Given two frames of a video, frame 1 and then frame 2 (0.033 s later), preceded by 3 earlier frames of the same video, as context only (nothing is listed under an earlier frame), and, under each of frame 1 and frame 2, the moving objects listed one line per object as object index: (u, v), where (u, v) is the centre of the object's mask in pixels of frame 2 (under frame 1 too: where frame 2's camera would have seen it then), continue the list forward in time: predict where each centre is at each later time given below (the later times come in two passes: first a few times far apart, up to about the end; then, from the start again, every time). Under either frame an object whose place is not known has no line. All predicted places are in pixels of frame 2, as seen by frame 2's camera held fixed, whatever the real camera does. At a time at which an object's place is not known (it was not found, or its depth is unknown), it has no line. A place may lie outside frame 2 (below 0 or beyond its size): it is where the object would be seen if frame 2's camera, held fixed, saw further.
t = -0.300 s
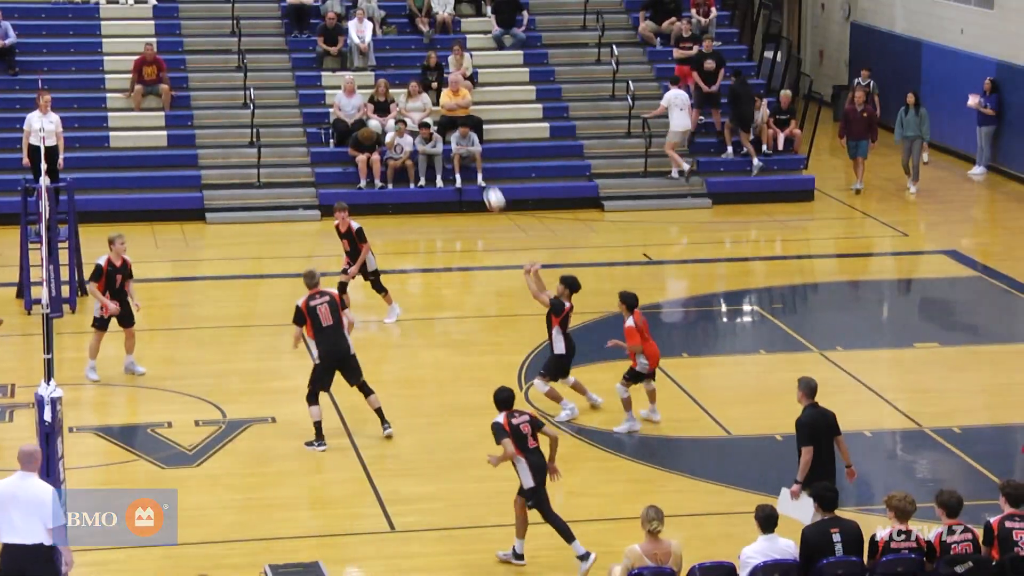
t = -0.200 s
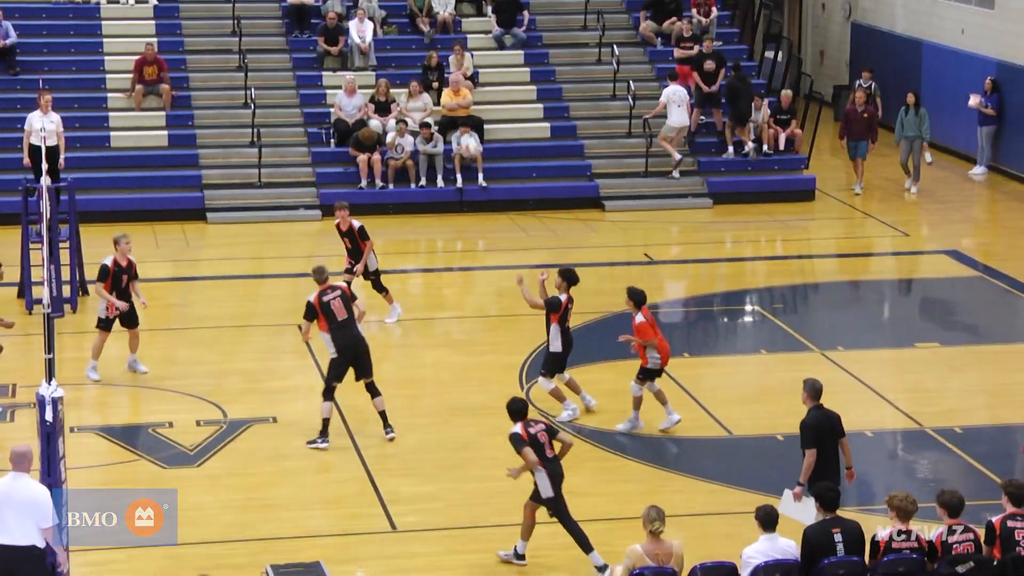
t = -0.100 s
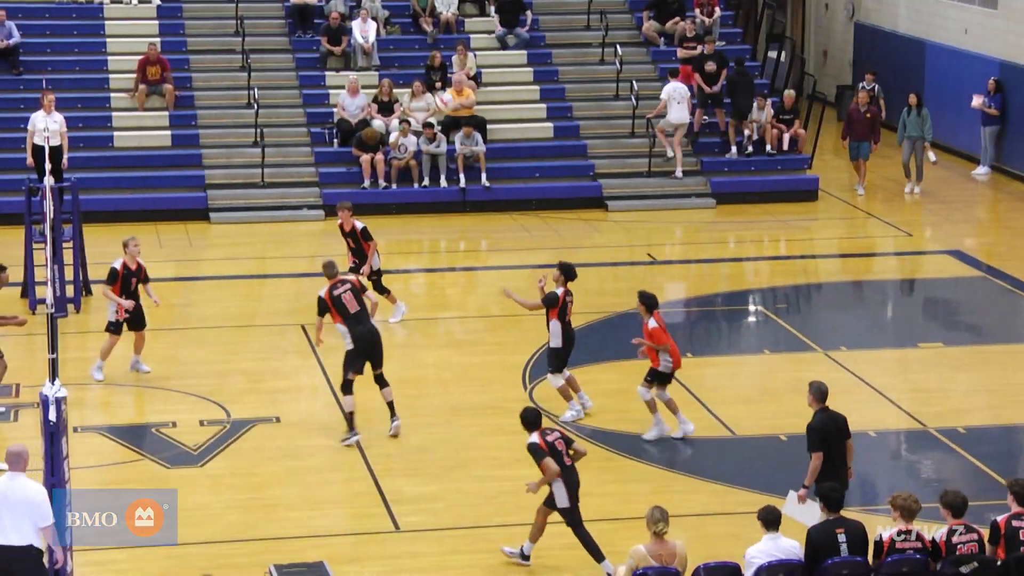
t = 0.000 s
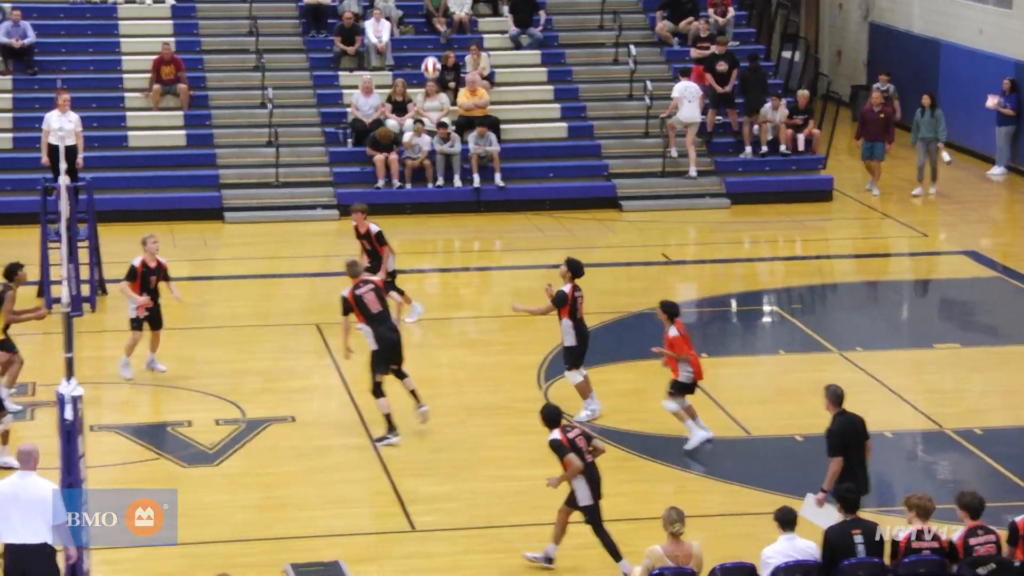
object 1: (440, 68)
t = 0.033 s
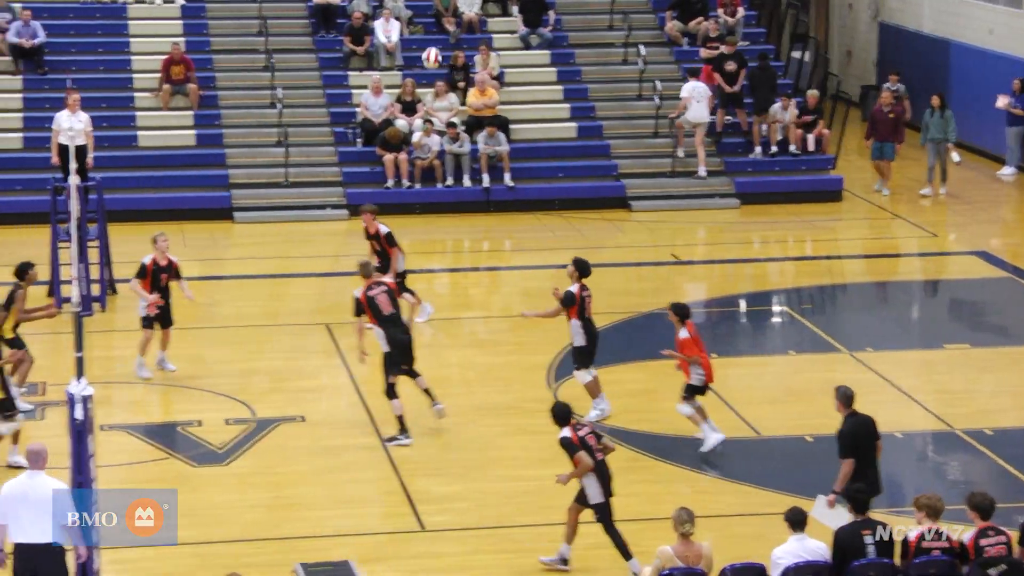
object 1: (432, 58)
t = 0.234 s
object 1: (383, 22)
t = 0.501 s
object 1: (319, 31)
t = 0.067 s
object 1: (423, 50)
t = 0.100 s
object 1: (415, 42)
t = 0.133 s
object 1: (407, 35)
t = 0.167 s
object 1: (403, 31)
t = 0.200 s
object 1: (391, 25)
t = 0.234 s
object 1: (383, 22)
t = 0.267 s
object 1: (375, 20)
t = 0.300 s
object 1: (367, 18)
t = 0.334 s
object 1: (359, 18)
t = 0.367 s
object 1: (350, 19)
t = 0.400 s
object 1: (343, 21)
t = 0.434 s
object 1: (335, 23)
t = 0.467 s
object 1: (327, 26)
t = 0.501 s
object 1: (319, 31)
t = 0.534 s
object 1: (310, 36)
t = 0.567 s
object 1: (302, 43)
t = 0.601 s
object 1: (294, 50)
